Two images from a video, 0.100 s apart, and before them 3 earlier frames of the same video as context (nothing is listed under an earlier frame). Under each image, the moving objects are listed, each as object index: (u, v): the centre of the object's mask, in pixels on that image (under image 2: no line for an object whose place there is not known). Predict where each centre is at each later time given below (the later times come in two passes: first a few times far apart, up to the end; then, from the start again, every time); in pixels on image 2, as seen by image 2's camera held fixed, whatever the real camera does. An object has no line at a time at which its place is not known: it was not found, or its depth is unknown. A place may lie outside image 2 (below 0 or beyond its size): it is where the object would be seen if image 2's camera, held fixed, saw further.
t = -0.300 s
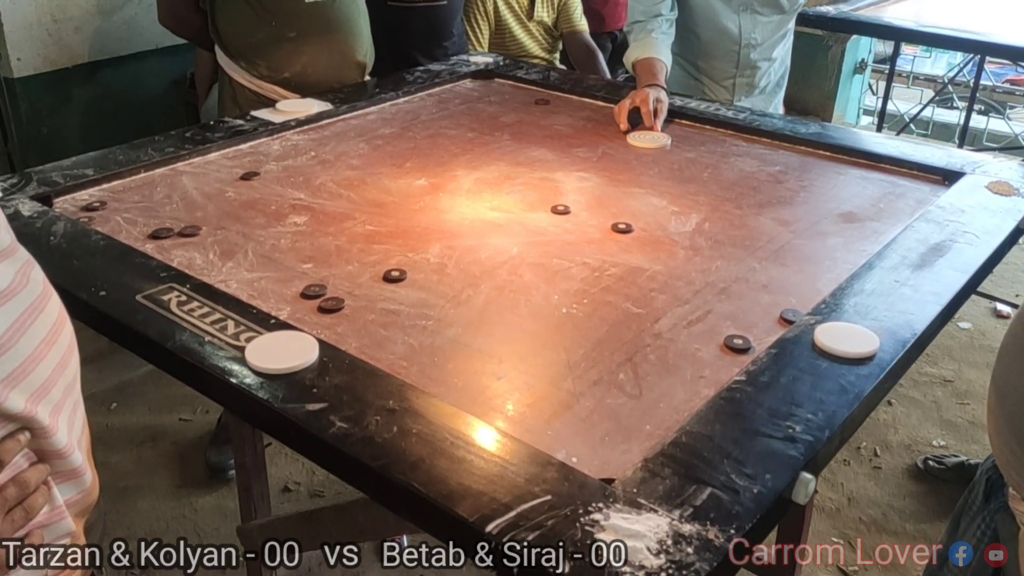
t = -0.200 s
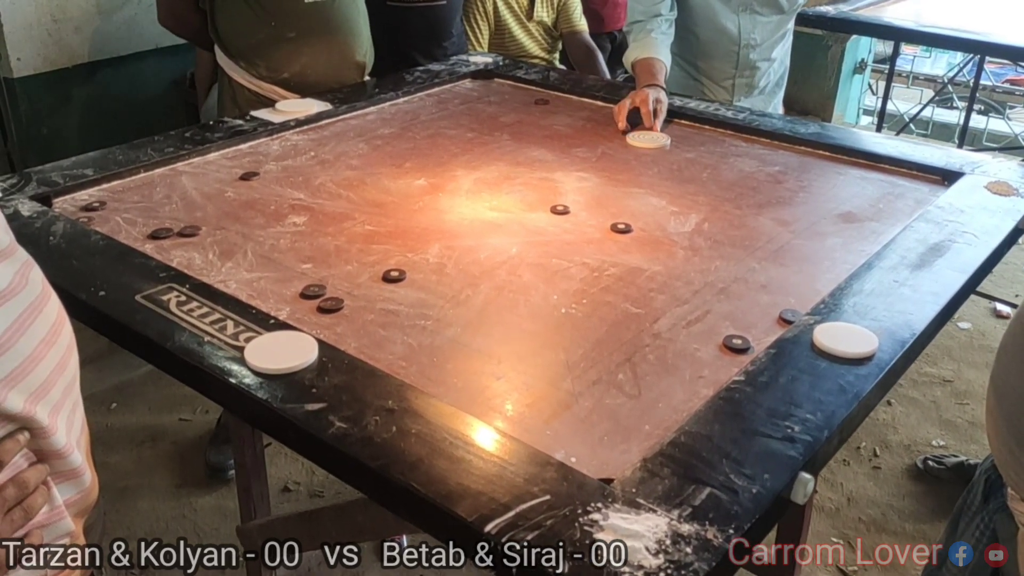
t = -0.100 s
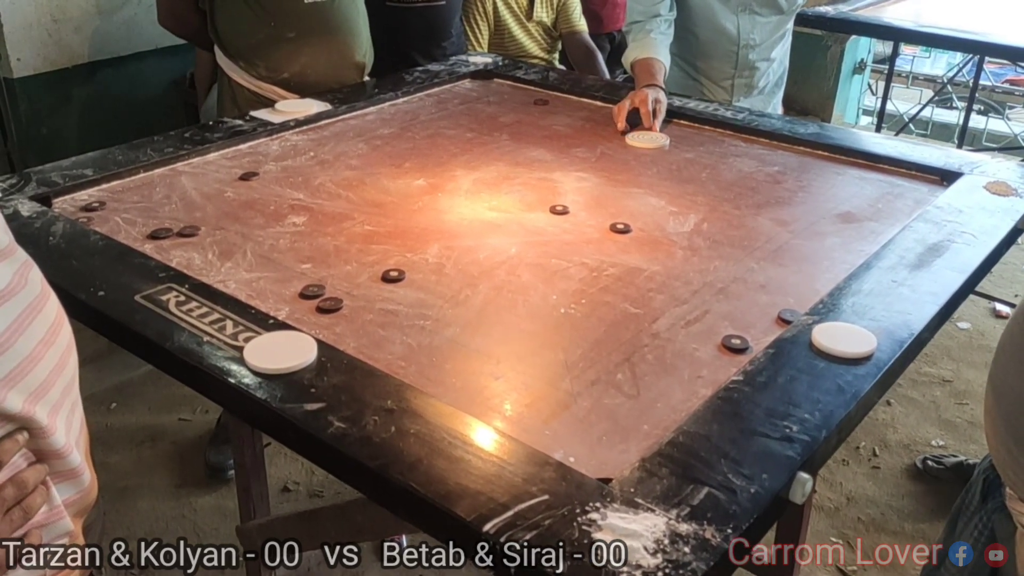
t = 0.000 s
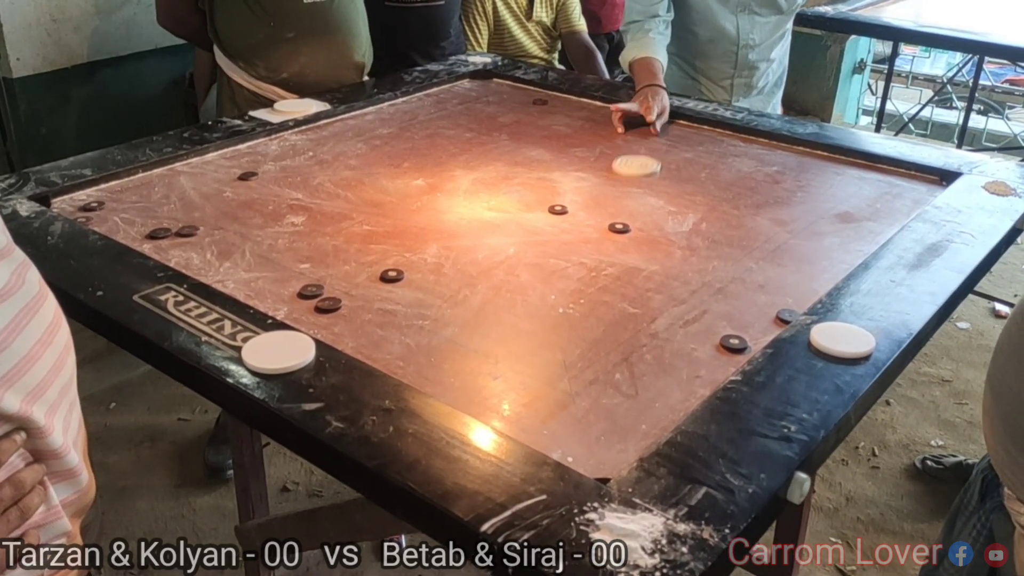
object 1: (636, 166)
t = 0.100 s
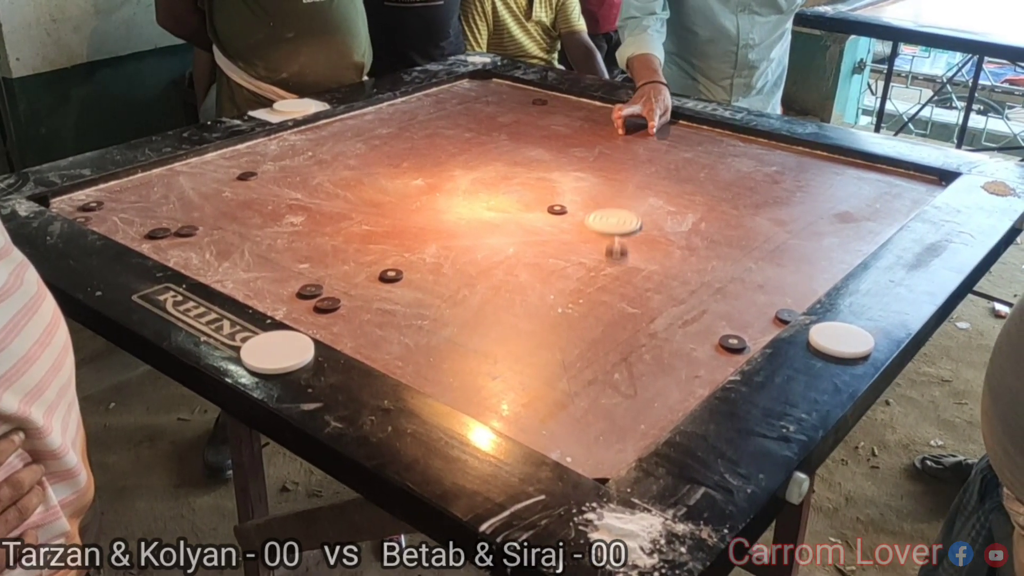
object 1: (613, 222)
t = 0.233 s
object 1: (575, 308)
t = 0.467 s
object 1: (645, 382)
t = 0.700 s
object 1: (723, 306)
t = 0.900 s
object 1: (732, 270)
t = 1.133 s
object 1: (743, 255)
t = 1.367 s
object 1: (744, 254)
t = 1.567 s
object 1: (744, 254)
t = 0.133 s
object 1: (605, 241)
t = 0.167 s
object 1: (596, 261)
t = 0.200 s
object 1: (586, 284)
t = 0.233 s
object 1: (575, 308)
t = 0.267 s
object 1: (564, 335)
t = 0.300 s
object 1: (551, 366)
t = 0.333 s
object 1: (536, 399)
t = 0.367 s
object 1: (538, 421)
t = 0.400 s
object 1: (576, 408)
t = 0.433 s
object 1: (611, 395)
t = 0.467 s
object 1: (645, 382)
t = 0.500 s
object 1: (678, 370)
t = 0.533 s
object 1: (706, 360)
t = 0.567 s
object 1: (715, 348)
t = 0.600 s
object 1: (718, 336)
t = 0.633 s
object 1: (720, 325)
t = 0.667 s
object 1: (722, 315)
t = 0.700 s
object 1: (723, 306)
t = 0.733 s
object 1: (724, 298)
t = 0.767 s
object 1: (726, 291)
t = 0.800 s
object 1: (727, 285)
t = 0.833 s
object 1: (728, 279)
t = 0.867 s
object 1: (730, 275)
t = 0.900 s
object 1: (732, 270)
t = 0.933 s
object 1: (734, 267)
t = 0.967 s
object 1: (736, 264)
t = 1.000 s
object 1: (737, 261)
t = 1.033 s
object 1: (739, 259)
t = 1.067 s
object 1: (741, 257)
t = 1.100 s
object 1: (742, 256)
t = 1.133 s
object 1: (743, 255)
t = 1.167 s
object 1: (743, 254)
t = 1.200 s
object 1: (744, 254)
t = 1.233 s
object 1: (744, 253)
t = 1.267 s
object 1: (744, 253)
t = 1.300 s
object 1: (744, 254)
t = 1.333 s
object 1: (744, 253)
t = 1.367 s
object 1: (744, 254)
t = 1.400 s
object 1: (744, 254)
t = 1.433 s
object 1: (744, 254)
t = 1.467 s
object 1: (744, 254)
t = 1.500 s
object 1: (744, 253)
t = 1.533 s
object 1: (744, 253)
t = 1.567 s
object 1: (744, 254)
